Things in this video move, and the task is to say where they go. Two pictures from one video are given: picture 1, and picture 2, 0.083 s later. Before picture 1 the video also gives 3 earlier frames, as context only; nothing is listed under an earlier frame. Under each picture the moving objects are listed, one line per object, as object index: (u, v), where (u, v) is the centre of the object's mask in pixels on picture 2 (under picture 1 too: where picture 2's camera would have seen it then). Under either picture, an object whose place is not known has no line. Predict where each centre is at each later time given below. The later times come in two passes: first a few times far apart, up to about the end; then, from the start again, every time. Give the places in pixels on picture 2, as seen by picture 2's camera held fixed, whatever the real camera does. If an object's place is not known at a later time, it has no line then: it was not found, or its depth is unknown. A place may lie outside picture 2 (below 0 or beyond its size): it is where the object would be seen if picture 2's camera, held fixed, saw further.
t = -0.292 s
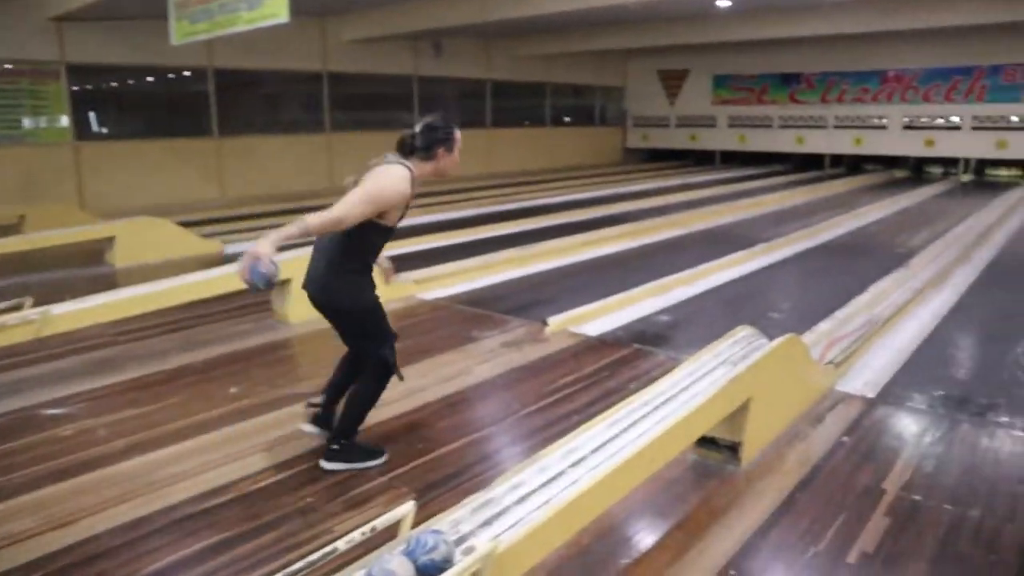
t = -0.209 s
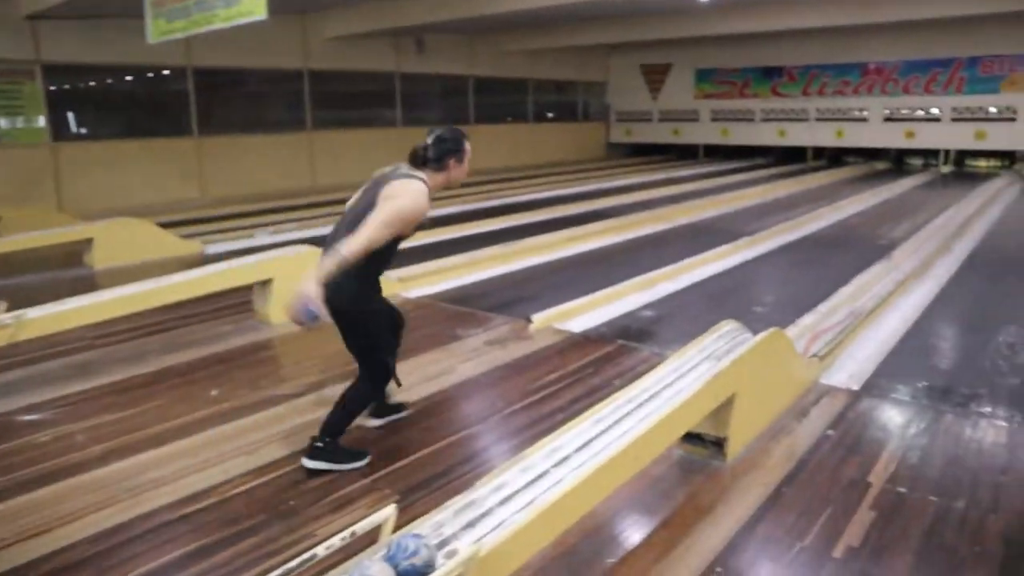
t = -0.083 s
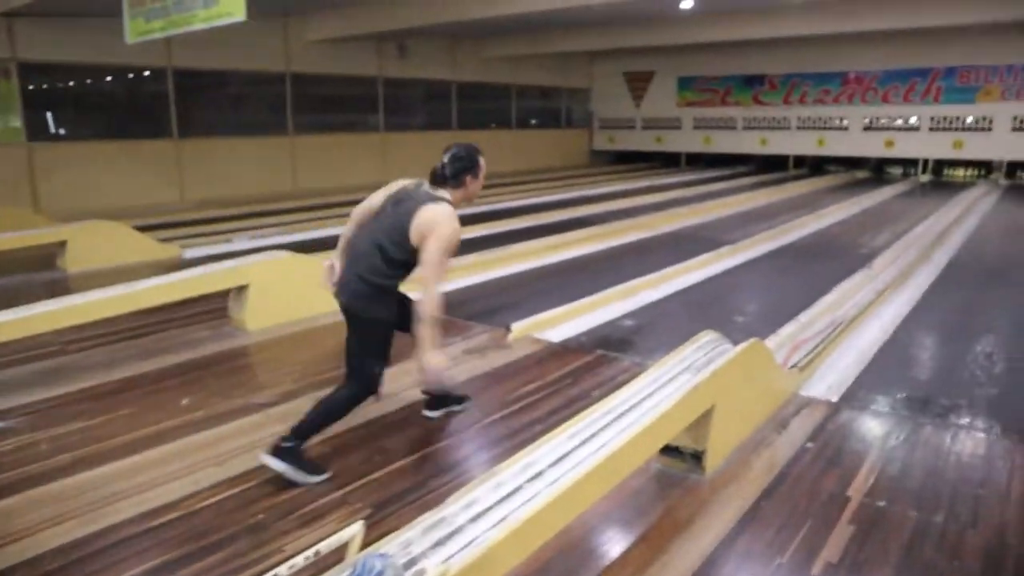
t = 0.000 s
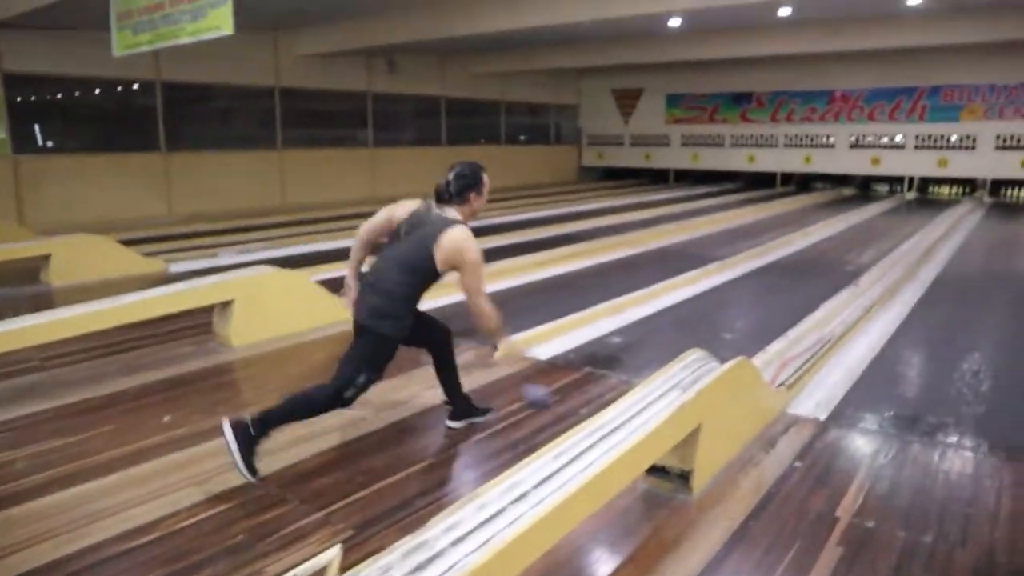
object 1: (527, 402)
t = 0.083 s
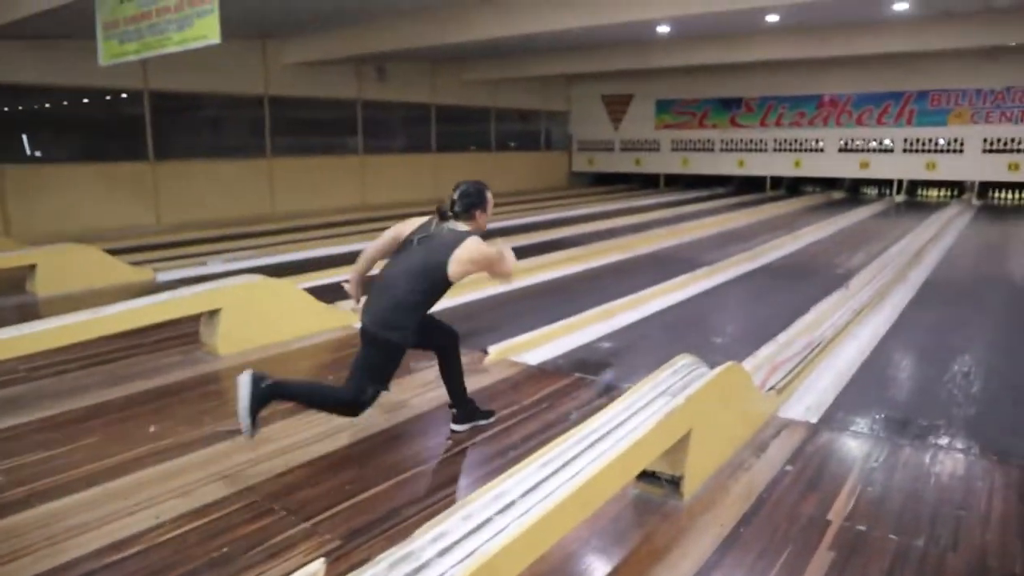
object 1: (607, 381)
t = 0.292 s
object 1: (725, 318)
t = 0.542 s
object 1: (800, 276)
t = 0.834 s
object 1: (848, 247)
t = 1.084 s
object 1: (873, 232)
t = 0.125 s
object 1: (637, 367)
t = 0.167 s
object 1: (663, 353)
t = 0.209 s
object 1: (688, 339)
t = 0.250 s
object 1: (707, 328)
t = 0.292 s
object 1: (725, 318)
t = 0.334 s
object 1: (742, 308)
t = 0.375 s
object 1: (755, 300)
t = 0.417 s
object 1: (768, 293)
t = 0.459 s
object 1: (780, 286)
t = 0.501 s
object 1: (791, 280)
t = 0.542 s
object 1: (800, 276)
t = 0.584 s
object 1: (809, 271)
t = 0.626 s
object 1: (817, 265)
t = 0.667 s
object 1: (823, 262)
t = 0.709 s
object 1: (830, 258)
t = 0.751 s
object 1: (836, 254)
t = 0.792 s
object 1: (842, 250)
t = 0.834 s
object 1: (848, 247)
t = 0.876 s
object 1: (853, 244)
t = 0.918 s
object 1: (857, 241)
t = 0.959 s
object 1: (861, 239)
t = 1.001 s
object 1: (865, 237)
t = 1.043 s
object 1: (869, 234)
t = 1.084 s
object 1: (873, 232)
